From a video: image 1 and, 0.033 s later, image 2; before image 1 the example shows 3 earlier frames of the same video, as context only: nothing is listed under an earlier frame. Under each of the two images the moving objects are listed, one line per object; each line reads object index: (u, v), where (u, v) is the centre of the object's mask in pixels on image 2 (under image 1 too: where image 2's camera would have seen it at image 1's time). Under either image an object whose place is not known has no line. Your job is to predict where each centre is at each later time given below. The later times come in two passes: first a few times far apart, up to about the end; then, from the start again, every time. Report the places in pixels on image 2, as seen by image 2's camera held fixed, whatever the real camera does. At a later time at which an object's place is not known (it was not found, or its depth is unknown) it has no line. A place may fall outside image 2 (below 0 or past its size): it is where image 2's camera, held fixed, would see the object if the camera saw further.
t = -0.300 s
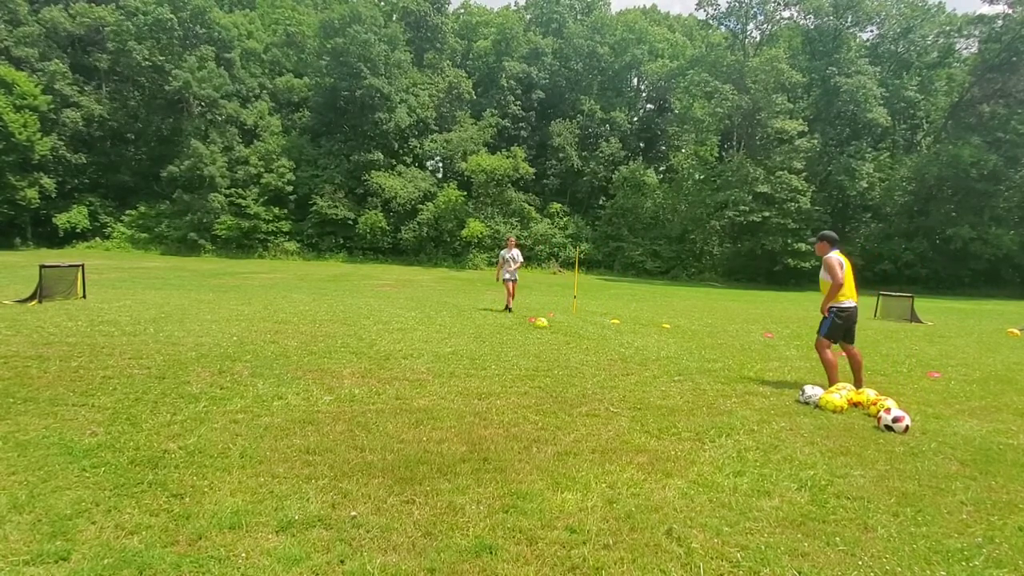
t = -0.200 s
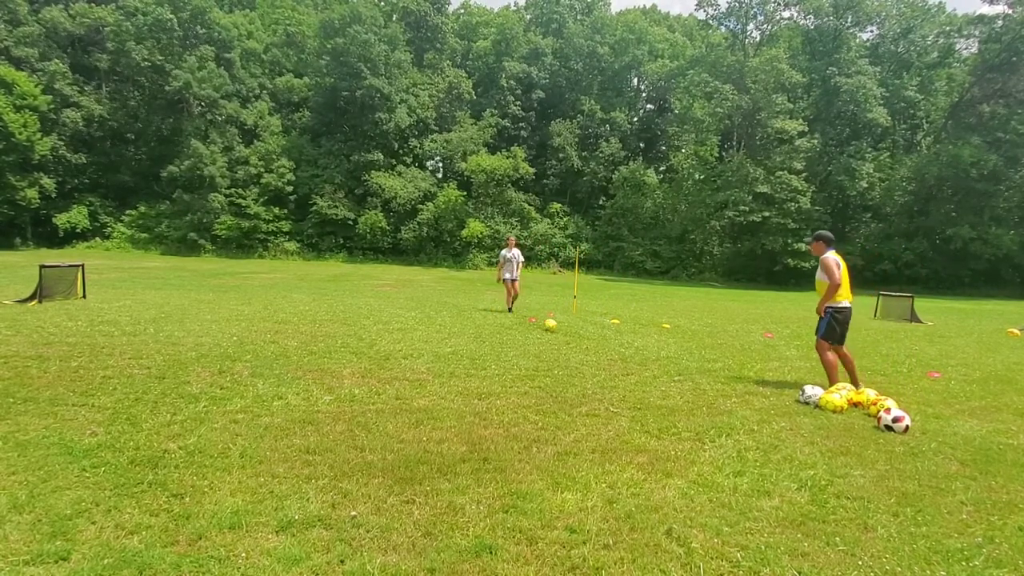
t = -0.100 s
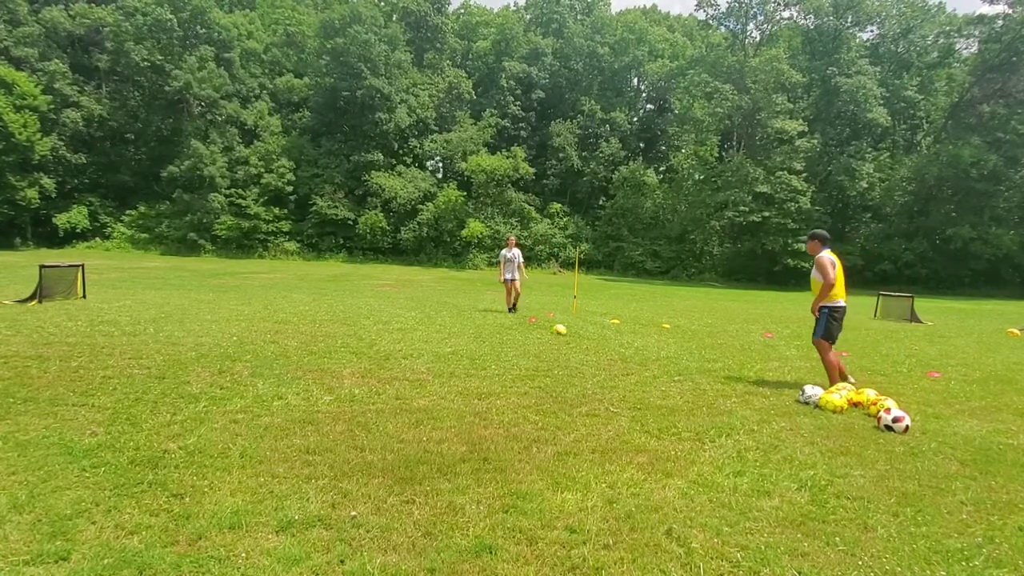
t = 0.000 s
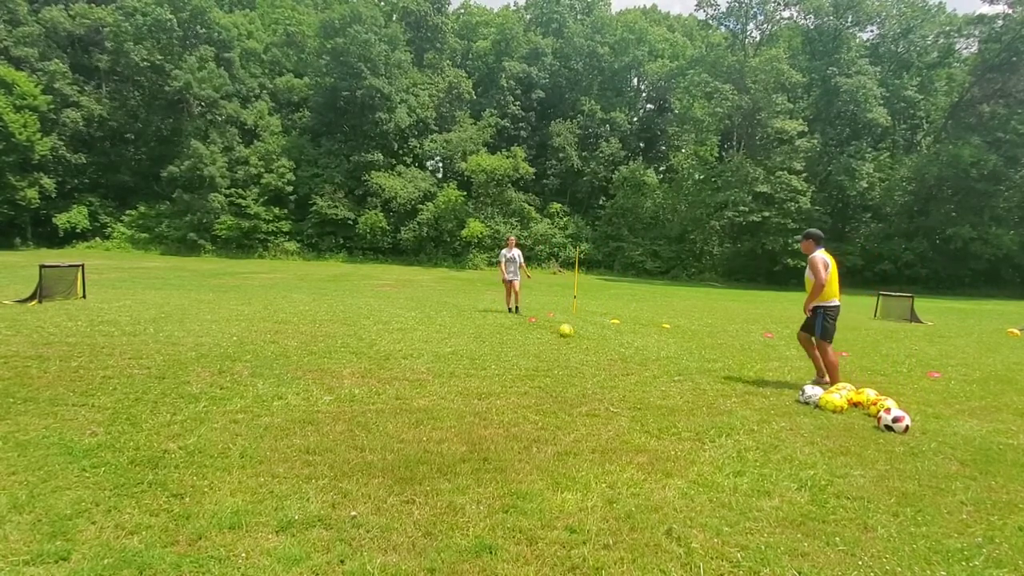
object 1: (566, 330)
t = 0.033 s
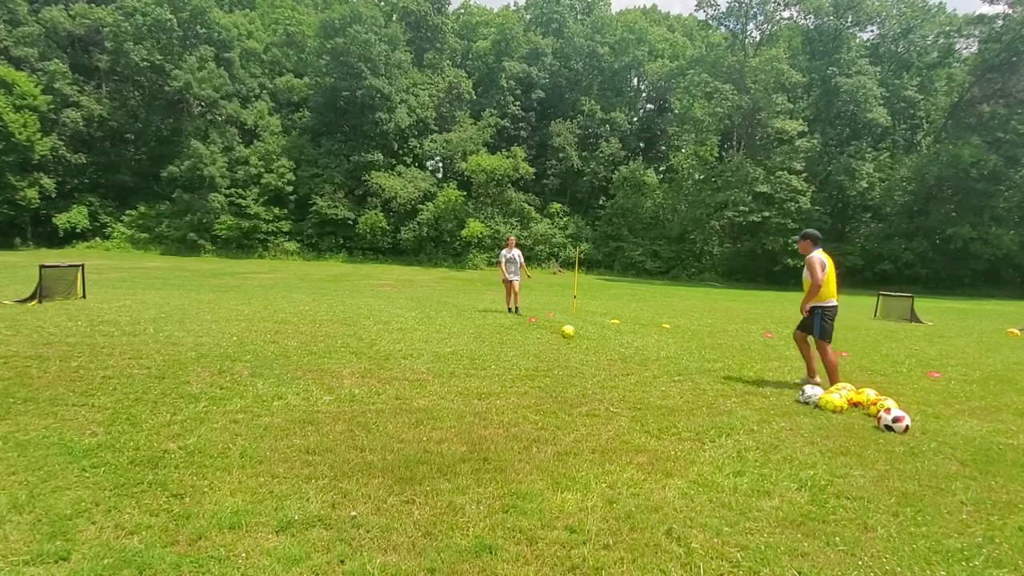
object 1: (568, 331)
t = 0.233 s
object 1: (581, 336)
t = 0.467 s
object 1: (596, 343)
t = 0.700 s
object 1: (610, 348)
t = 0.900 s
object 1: (623, 355)
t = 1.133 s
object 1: (640, 359)
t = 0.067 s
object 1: (570, 333)
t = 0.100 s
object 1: (573, 334)
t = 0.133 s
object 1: (575, 335)
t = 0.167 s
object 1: (577, 335)
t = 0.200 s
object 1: (579, 336)
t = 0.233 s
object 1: (581, 336)
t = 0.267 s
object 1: (583, 338)
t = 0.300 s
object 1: (586, 339)
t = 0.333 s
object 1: (588, 340)
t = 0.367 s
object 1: (590, 340)
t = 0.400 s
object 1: (592, 341)
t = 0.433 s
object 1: (594, 342)
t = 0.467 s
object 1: (596, 343)
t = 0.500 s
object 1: (599, 345)
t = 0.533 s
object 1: (601, 345)
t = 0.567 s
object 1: (603, 345)
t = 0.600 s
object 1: (604, 345)
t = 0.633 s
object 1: (606, 345)
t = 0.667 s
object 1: (608, 345)
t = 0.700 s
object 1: (610, 348)
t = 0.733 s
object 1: (612, 350)
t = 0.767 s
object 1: (614, 351)
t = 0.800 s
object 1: (616, 351)
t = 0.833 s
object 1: (618, 352)
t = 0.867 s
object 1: (621, 353)
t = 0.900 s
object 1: (623, 355)
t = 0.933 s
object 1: (625, 355)
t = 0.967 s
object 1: (627, 356)
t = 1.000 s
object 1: (630, 357)
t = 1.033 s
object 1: (632, 357)
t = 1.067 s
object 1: (635, 358)
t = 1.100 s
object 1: (637, 359)
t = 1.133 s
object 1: (640, 359)
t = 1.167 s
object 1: (642, 360)
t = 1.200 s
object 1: (644, 361)
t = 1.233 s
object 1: (646, 362)
